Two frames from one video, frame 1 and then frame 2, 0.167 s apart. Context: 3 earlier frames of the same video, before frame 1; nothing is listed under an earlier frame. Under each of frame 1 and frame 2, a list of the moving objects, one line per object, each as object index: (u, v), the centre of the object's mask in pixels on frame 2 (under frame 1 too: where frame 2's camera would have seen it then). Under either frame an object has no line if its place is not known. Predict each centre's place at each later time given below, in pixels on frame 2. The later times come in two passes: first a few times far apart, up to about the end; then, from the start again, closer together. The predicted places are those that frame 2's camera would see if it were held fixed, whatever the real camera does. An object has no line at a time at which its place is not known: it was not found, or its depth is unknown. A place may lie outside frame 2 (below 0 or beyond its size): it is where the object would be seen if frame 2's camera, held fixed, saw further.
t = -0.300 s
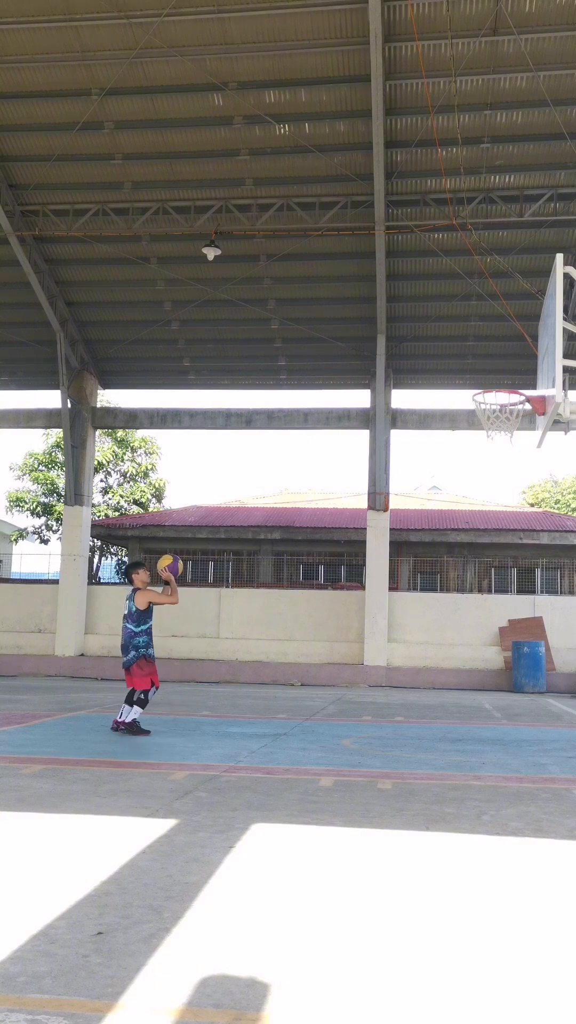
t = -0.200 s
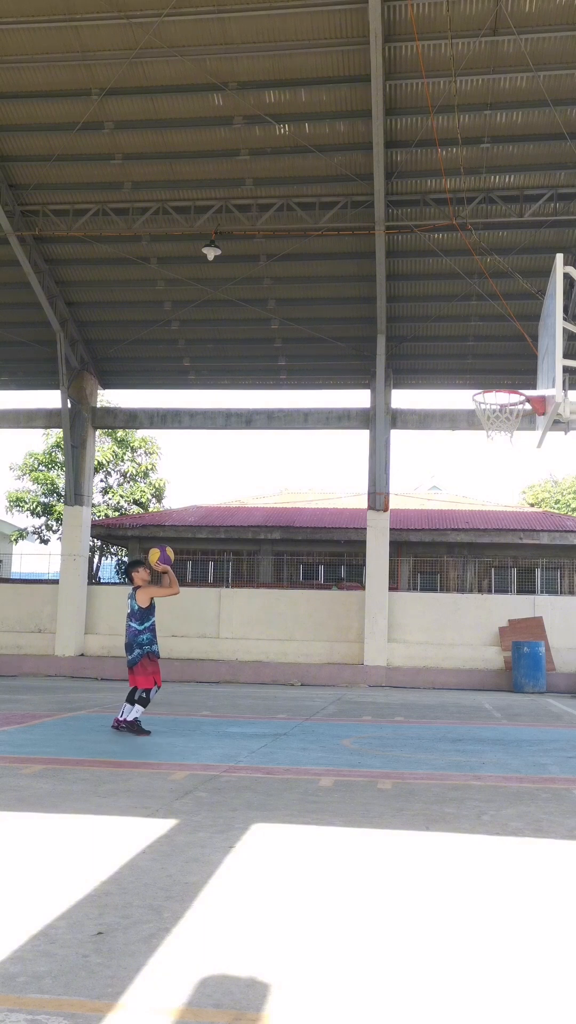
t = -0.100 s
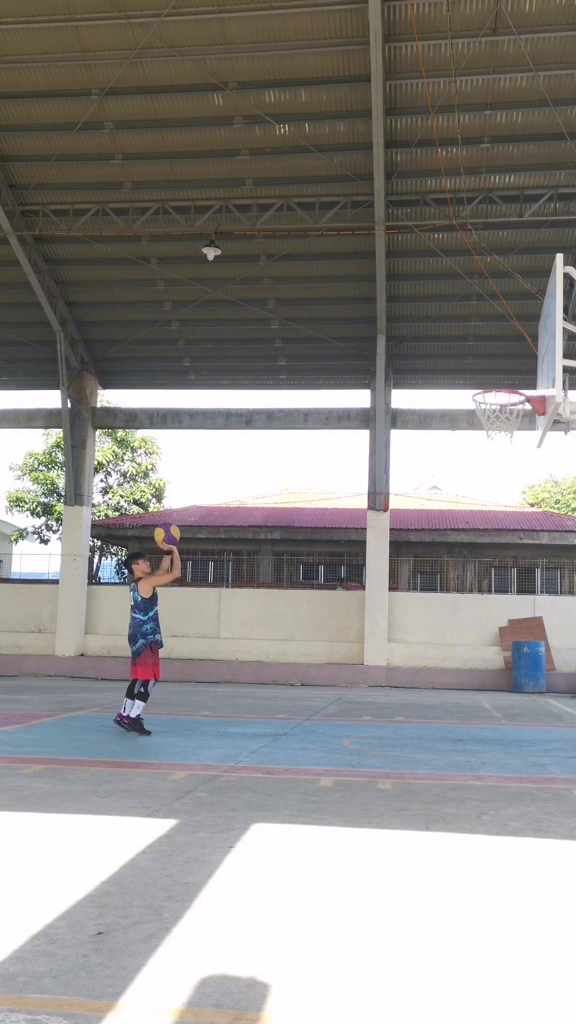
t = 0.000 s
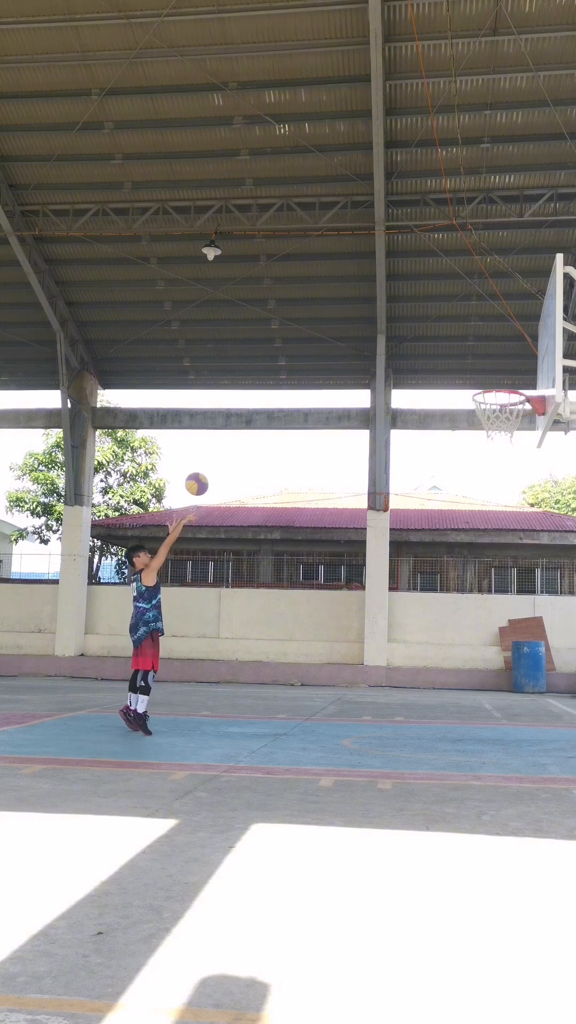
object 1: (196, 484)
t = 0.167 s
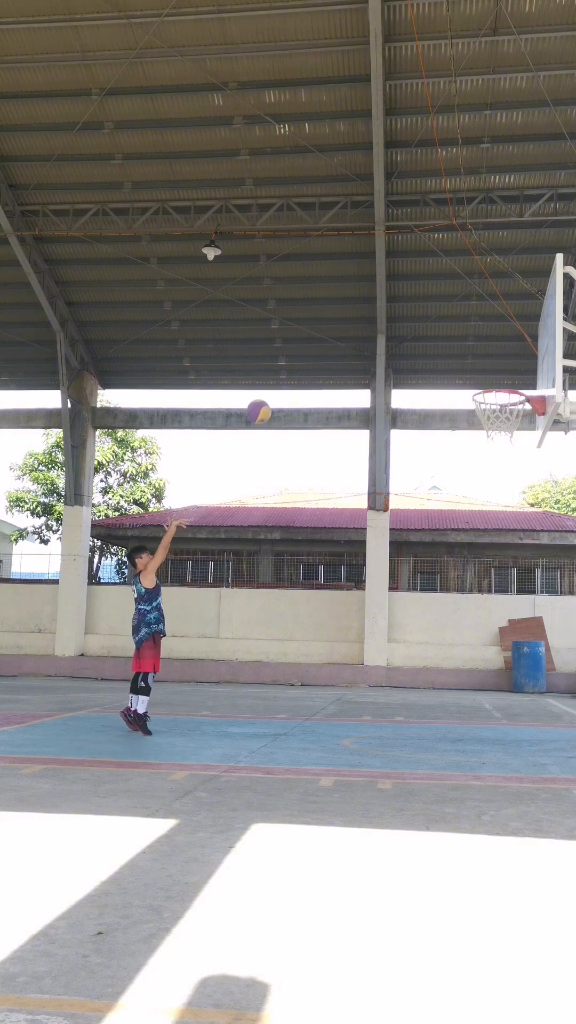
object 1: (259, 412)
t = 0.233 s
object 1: (283, 389)
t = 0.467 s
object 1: (367, 348)
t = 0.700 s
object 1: (451, 362)
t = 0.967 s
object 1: (512, 408)
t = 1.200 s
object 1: (497, 418)
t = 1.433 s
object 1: (486, 466)
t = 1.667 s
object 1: (480, 564)
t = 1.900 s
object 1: (473, 713)
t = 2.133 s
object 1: (468, 618)
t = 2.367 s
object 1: (462, 553)
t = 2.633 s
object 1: (456, 547)
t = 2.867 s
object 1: (451, 599)
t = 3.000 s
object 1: (448, 652)
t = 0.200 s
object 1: (271, 400)
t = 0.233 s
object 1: (283, 389)
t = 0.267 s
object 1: (295, 380)
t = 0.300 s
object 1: (307, 372)
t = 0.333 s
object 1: (319, 365)
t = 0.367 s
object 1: (331, 360)
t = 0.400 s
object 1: (344, 355)
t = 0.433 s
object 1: (355, 351)
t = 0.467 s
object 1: (367, 348)
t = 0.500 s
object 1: (379, 347)
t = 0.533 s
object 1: (391, 346)
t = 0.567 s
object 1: (403, 347)
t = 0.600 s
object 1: (415, 349)
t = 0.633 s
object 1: (427, 352)
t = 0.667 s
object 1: (439, 356)
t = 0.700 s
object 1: (451, 362)
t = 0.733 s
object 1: (463, 368)
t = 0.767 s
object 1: (475, 375)
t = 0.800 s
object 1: (487, 382)
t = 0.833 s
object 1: (500, 393)
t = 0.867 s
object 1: (507, 398)
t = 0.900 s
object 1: (509, 403)
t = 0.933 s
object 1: (512, 407)
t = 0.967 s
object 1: (512, 408)
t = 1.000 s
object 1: (511, 408)
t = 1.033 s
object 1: (508, 408)
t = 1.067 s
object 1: (506, 409)
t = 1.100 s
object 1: (504, 410)
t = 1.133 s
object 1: (501, 412)
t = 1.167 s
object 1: (499, 415)
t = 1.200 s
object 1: (497, 418)
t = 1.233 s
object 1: (493, 423)
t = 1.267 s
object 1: (491, 428)
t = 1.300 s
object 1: (490, 436)
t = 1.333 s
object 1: (489, 440)
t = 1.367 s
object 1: (488, 447)
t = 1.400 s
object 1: (487, 456)
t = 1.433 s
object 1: (486, 466)
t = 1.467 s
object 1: (485, 477)
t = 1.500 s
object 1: (485, 489)
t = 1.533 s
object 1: (484, 502)
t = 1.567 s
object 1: (483, 516)
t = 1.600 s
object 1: (482, 531)
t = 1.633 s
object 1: (481, 547)
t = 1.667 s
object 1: (480, 564)
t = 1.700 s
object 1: (479, 582)
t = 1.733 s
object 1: (478, 601)
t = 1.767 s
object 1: (477, 622)
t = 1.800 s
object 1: (476, 643)
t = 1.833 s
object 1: (475, 665)
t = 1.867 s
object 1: (474, 689)
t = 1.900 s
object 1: (473, 713)
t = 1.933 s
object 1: (472, 722)
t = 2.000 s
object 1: (472, 682)
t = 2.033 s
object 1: (470, 664)
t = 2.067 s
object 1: (469, 647)
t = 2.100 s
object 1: (468, 632)
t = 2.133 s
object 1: (468, 618)
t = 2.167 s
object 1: (467, 605)
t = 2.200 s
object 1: (466, 593)
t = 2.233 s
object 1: (465, 583)
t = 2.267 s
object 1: (465, 574)
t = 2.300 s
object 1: (464, 566)
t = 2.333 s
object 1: (463, 559)
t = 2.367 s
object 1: (462, 553)
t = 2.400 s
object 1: (462, 549)
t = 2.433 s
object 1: (461, 546)
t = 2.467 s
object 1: (460, 543)
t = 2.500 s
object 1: (460, 542)
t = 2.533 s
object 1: (459, 542)
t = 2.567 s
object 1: (458, 542)
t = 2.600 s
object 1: (457, 544)
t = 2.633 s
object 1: (456, 547)
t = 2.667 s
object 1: (456, 552)
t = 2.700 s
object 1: (455, 557)
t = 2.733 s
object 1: (454, 564)
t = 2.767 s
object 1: (453, 571)
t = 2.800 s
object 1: (453, 579)
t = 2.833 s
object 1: (452, 589)
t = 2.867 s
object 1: (451, 599)
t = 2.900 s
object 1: (450, 611)
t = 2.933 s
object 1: (450, 624)
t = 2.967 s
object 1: (449, 637)
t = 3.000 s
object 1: (448, 652)
